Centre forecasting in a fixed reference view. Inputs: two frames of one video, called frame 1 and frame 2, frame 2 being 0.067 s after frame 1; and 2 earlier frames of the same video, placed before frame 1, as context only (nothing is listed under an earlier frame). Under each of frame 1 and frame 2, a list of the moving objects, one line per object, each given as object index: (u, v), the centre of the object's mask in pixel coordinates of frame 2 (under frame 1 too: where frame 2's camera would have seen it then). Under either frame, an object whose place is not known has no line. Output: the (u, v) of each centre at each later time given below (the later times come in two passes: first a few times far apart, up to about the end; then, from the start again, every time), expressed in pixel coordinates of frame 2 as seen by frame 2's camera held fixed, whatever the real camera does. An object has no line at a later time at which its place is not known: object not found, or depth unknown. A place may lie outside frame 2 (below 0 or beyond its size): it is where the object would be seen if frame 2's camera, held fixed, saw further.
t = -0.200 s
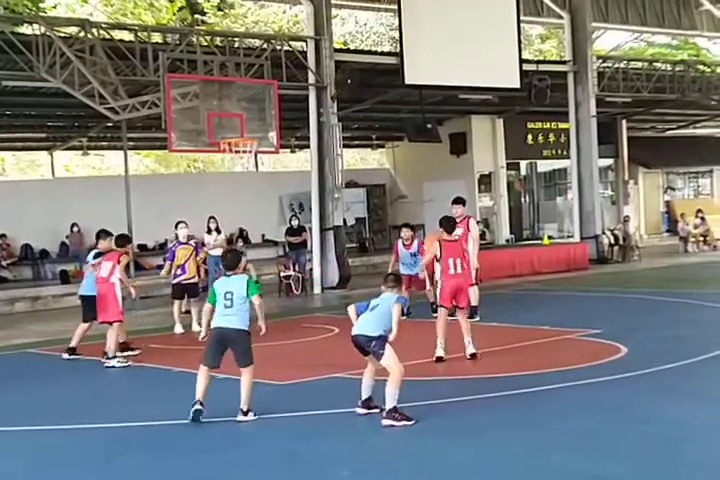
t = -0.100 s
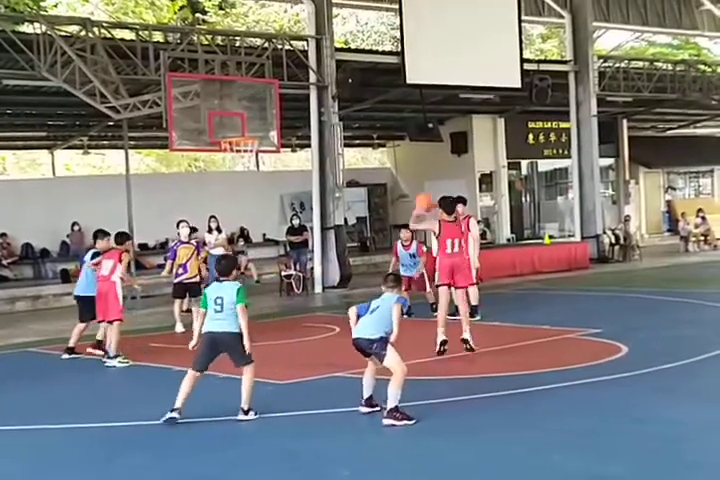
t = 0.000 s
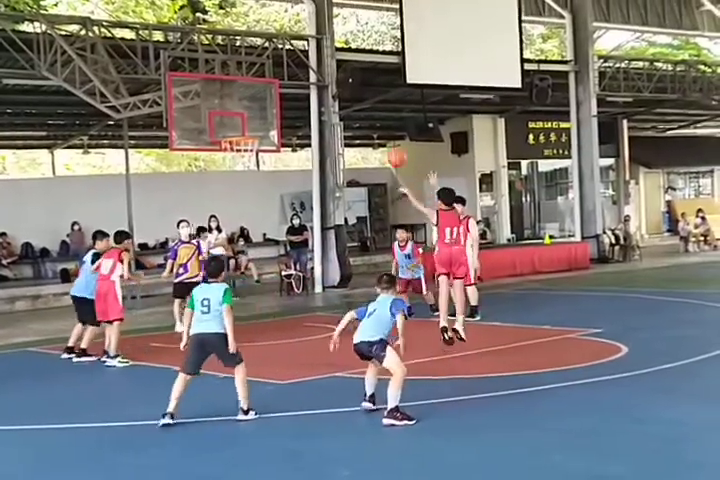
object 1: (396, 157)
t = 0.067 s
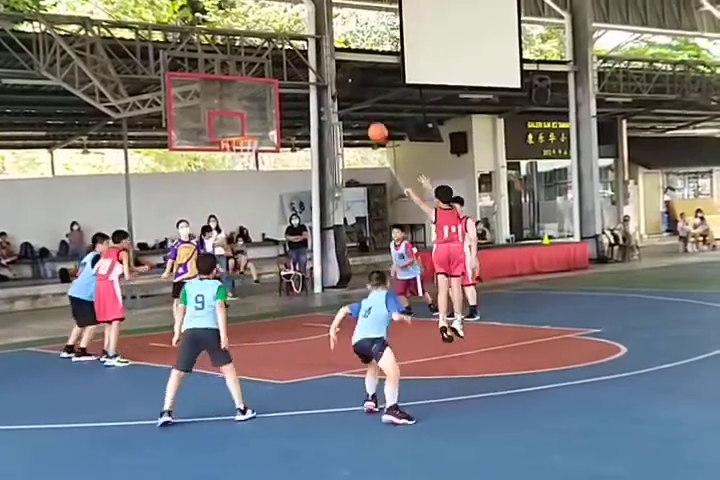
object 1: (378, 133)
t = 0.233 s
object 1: (338, 90)
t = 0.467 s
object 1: (289, 73)
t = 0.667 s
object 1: (254, 92)
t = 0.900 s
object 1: (244, 132)
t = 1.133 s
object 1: (223, 150)
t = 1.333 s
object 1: (232, 168)
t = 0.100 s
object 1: (369, 121)
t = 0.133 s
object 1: (360, 112)
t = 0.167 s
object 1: (352, 104)
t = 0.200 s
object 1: (344, 97)
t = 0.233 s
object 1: (338, 90)
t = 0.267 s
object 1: (329, 86)
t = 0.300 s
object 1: (324, 81)
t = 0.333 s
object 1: (316, 78)
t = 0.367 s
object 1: (308, 75)
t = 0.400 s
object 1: (301, 74)
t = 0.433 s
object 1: (295, 73)
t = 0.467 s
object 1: (289, 73)
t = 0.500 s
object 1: (282, 74)
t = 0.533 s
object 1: (277, 76)
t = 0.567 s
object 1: (270, 78)
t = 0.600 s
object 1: (264, 82)
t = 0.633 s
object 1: (260, 86)
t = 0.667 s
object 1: (254, 92)
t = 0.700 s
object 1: (248, 96)
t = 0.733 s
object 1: (243, 103)
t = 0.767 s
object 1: (239, 109)
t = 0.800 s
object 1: (233, 118)
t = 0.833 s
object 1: (234, 123)
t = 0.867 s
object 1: (240, 128)
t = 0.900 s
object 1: (244, 132)
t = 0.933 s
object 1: (250, 138)
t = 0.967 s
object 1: (246, 141)
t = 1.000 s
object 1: (233, 149)
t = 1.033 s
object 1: (227, 151)
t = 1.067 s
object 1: (224, 152)
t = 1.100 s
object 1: (223, 151)
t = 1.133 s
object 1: (223, 150)
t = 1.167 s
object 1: (223, 151)
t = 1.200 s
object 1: (224, 153)
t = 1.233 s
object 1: (226, 157)
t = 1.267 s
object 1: (227, 158)
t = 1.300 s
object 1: (229, 162)
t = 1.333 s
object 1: (232, 168)
